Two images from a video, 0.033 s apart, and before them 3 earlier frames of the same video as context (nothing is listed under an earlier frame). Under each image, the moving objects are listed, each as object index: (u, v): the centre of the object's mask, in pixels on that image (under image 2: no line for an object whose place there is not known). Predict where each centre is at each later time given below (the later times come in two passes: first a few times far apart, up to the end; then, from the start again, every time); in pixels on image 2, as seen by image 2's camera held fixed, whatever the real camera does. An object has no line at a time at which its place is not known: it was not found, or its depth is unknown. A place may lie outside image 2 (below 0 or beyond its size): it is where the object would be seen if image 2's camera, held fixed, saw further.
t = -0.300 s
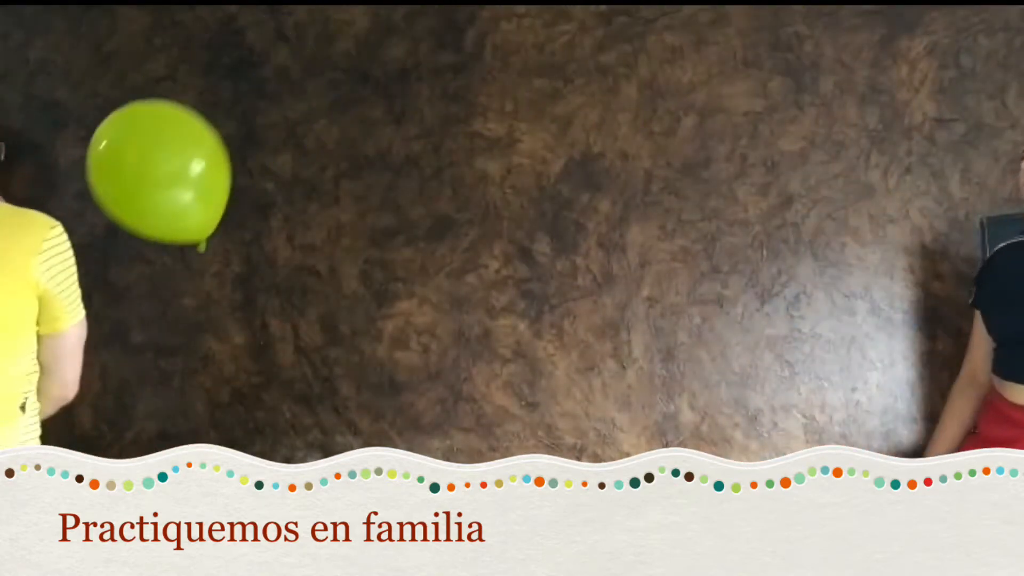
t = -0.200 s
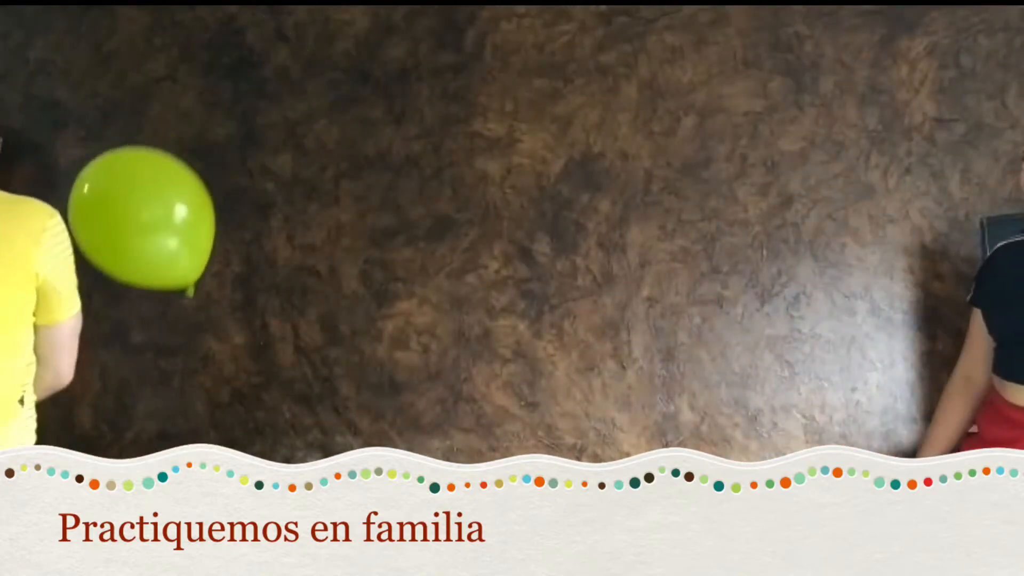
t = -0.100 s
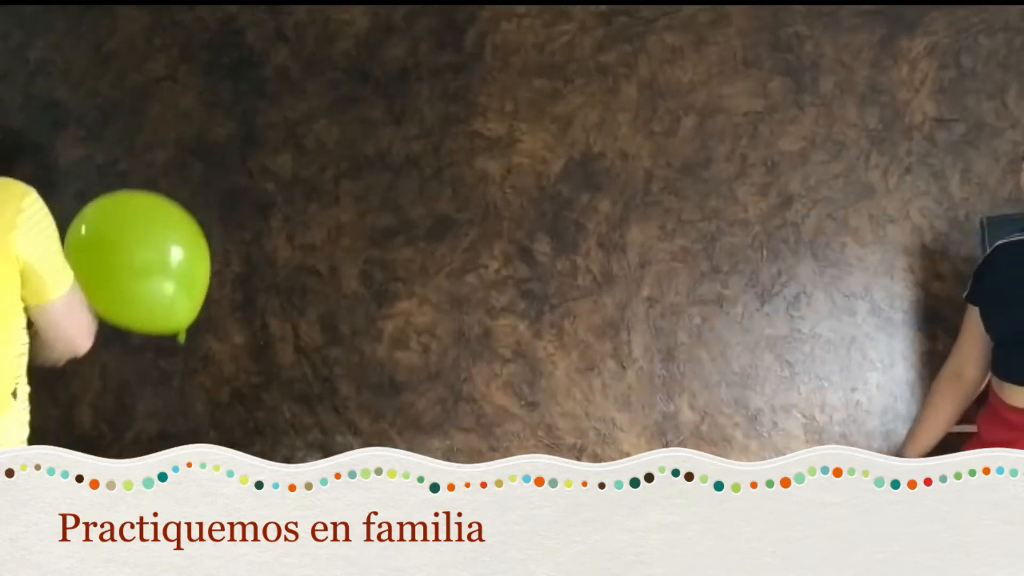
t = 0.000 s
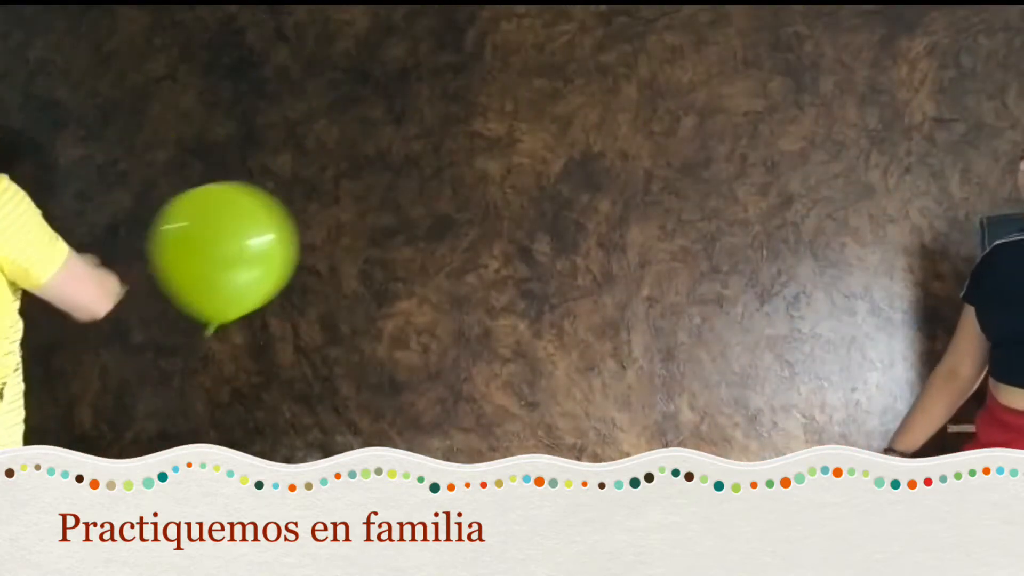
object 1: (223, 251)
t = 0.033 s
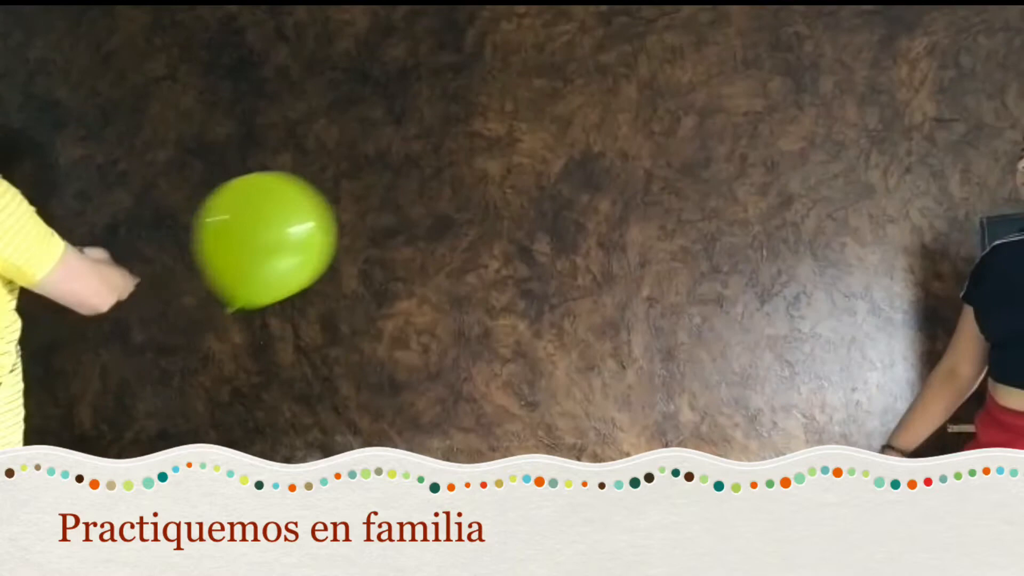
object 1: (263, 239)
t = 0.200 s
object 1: (430, 192)
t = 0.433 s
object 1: (566, 158)
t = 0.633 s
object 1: (641, 158)
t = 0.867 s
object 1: (709, 183)
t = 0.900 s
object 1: (718, 189)
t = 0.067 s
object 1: (302, 228)
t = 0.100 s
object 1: (337, 218)
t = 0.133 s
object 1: (371, 208)
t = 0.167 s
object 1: (402, 200)
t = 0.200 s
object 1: (430, 192)
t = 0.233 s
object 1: (455, 186)
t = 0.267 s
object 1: (478, 179)
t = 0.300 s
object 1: (499, 173)
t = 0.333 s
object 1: (519, 168)
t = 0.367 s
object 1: (536, 164)
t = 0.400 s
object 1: (552, 161)
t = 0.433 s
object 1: (566, 158)
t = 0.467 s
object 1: (580, 157)
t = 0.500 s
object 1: (593, 156)
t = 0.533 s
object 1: (606, 155)
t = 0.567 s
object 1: (618, 155)
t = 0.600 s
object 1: (630, 156)
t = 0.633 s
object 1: (641, 158)
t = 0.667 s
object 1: (652, 160)
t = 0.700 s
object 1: (662, 163)
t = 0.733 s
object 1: (672, 166)
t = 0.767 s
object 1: (682, 169)
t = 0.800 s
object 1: (691, 174)
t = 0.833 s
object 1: (700, 178)
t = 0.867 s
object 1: (709, 183)
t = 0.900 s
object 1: (718, 189)
